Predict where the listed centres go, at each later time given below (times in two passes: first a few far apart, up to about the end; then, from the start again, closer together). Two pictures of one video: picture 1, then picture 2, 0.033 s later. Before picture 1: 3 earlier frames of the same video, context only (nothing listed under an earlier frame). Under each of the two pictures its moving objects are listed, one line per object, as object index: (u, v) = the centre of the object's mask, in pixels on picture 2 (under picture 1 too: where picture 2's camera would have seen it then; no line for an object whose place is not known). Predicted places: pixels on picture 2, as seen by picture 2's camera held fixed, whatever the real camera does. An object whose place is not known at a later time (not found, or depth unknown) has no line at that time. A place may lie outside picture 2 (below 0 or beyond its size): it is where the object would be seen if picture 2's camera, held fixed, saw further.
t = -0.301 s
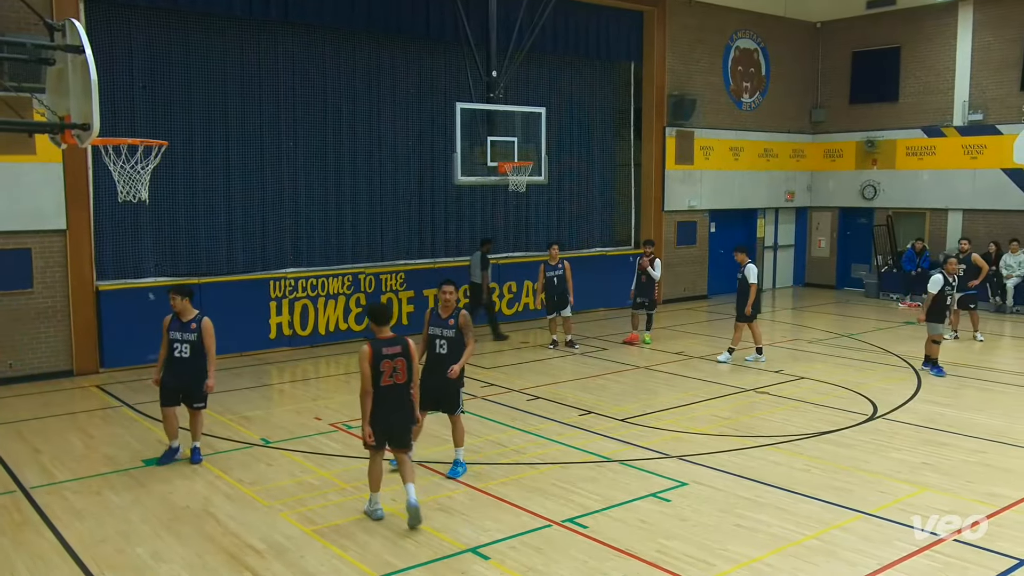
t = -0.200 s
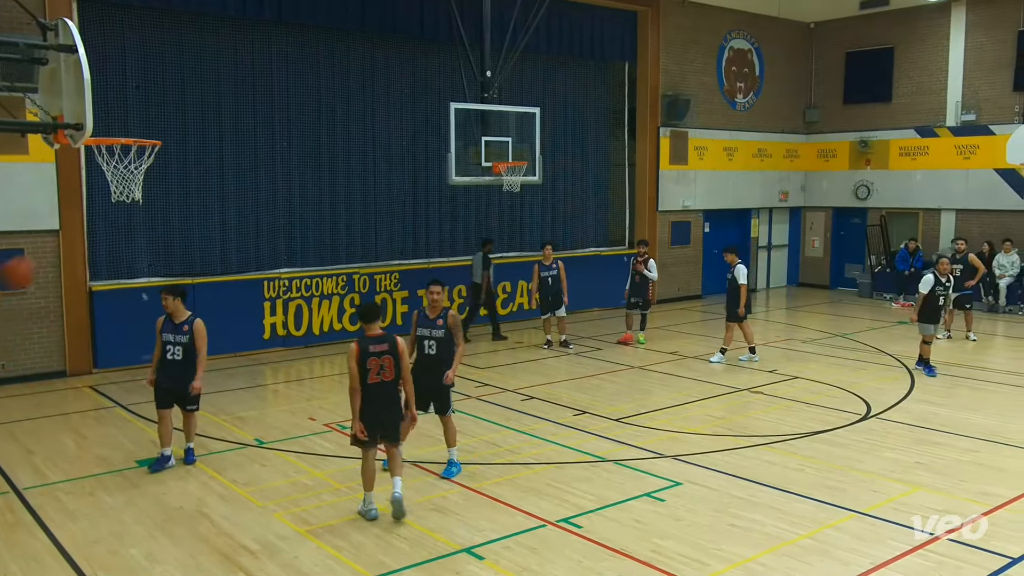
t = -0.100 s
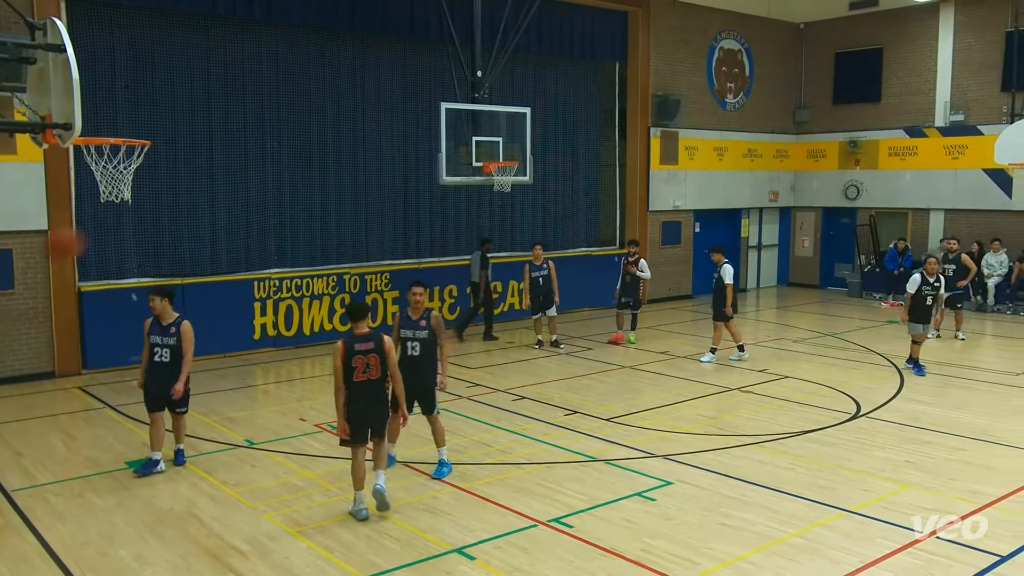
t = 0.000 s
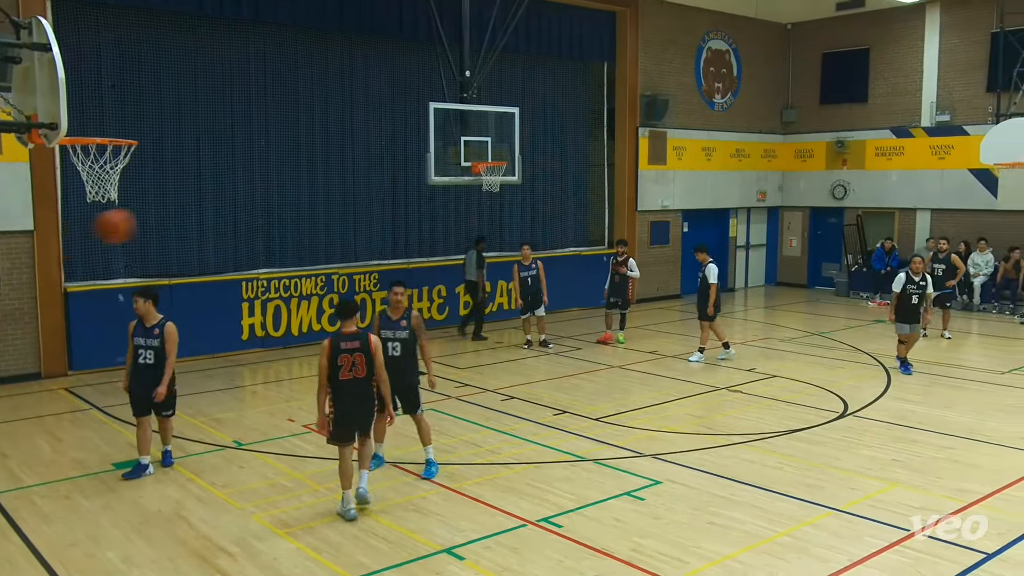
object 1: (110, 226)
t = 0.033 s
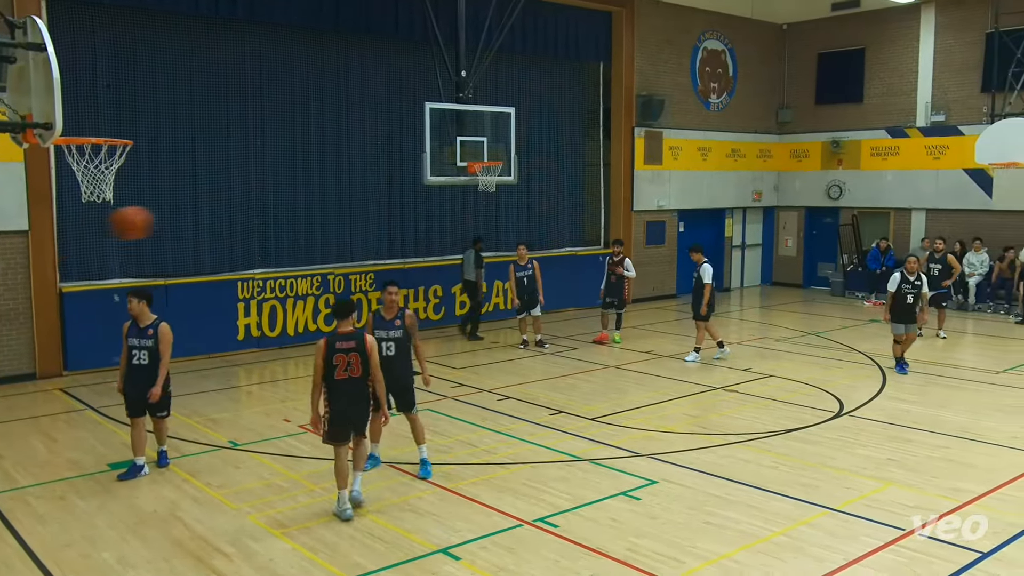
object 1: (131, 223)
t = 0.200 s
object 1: (251, 230)
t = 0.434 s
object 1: (440, 315)
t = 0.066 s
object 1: (154, 222)
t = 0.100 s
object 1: (178, 221)
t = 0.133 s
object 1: (202, 222)
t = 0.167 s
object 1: (227, 226)
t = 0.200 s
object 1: (251, 230)
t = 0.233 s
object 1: (277, 236)
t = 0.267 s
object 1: (301, 244)
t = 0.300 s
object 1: (329, 253)
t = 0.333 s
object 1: (354, 264)
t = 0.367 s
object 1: (385, 281)
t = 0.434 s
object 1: (440, 315)
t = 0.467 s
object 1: (470, 334)
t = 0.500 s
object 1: (501, 358)
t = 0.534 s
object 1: (532, 383)
